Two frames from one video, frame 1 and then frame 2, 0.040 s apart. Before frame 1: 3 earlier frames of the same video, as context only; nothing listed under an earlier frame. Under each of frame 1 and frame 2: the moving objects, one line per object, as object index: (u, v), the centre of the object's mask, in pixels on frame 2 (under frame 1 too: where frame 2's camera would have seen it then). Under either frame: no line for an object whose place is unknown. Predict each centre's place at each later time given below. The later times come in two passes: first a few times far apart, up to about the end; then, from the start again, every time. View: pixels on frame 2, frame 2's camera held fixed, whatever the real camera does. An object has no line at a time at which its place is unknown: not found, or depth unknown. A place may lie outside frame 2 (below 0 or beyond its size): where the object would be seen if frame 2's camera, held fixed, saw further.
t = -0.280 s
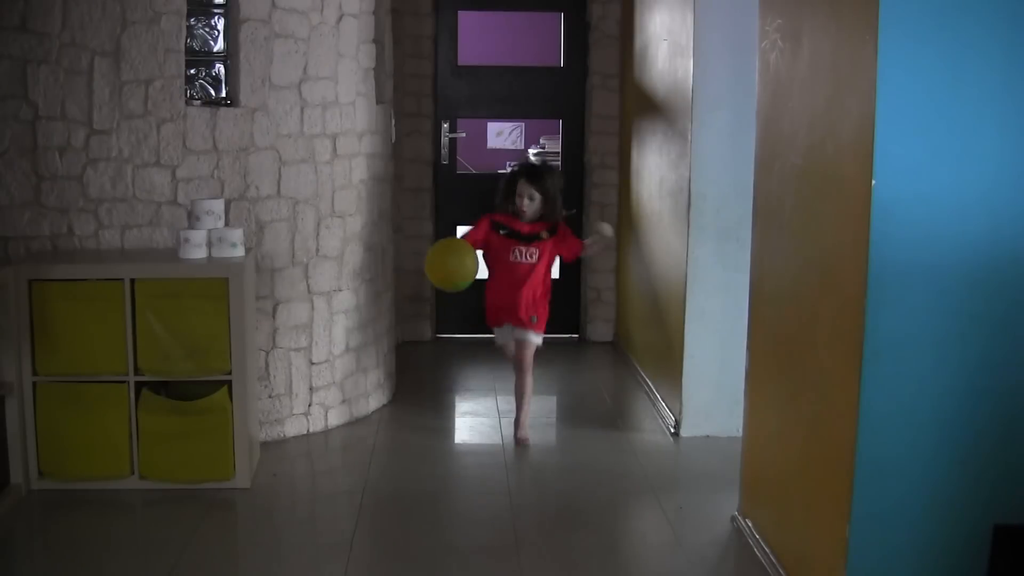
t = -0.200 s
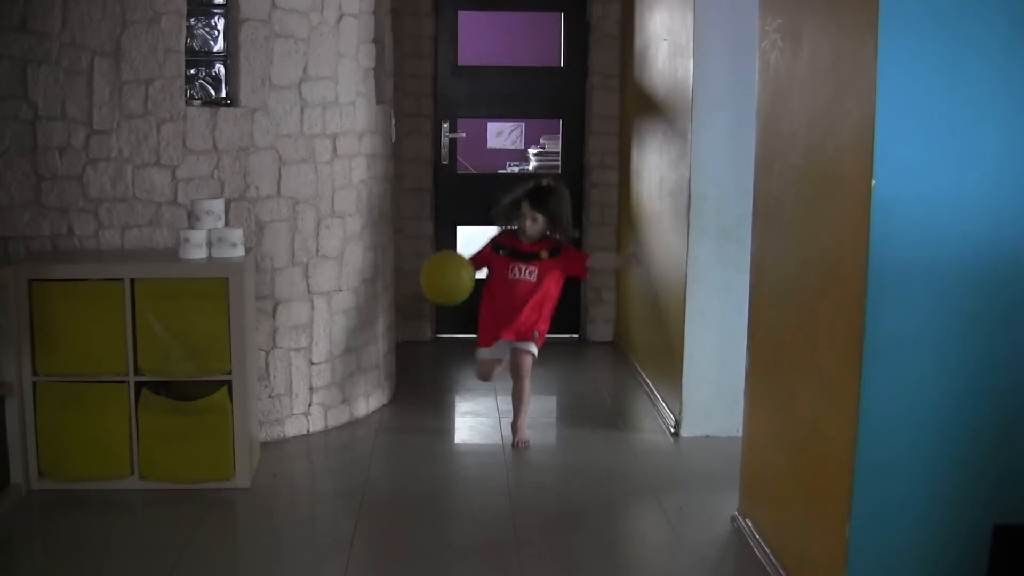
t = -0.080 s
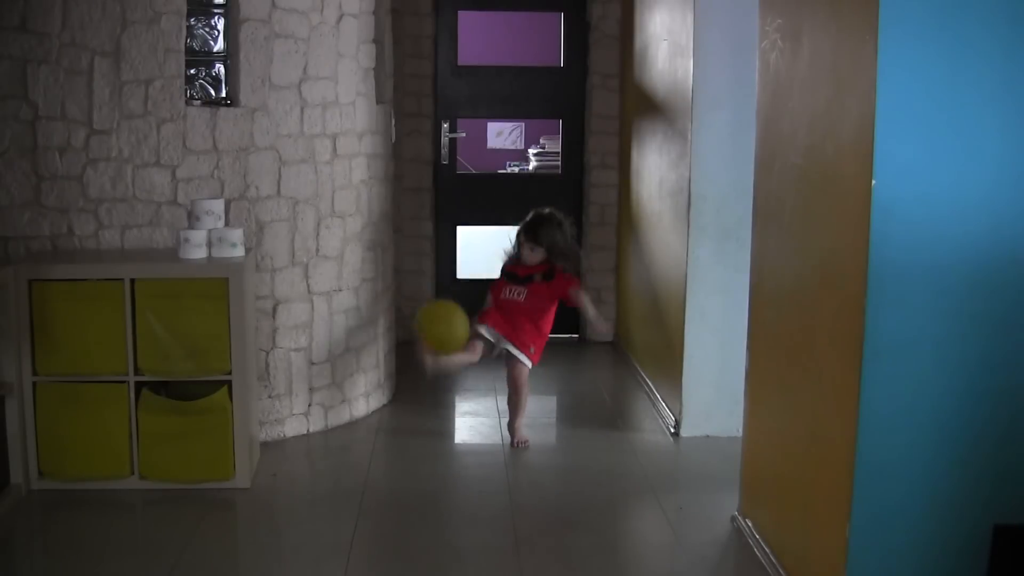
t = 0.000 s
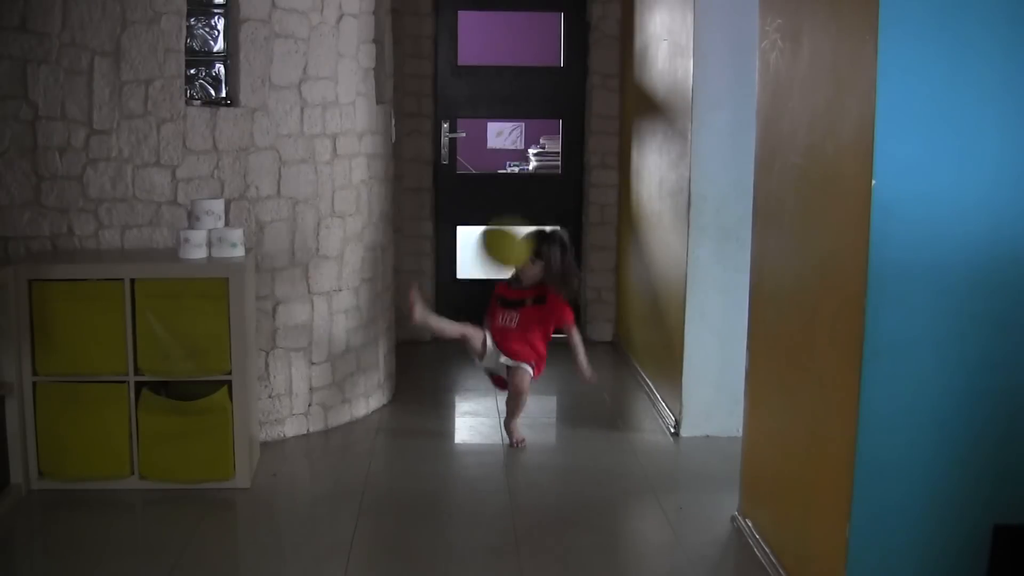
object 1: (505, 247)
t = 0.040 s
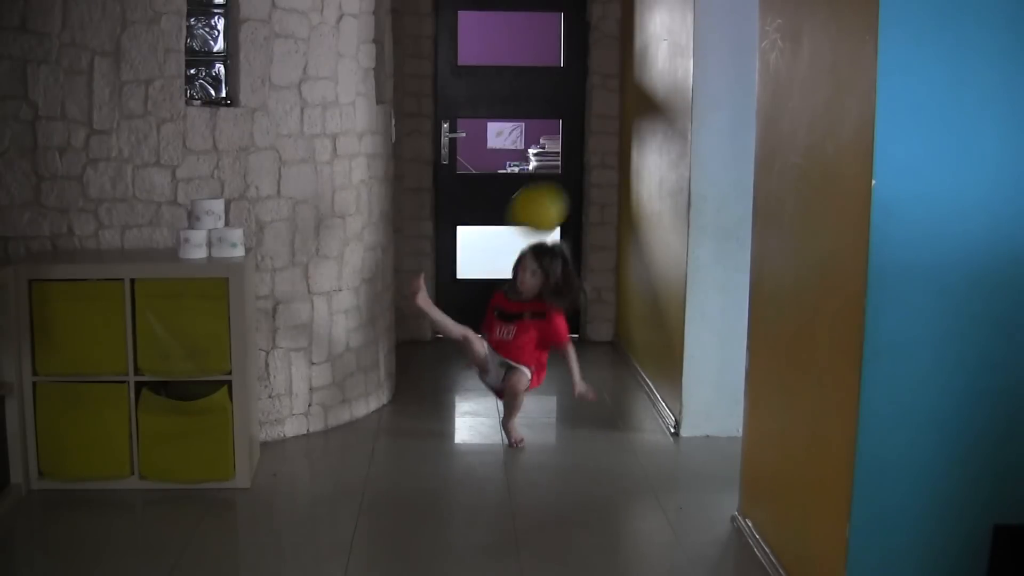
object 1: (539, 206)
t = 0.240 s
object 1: (653, 96)
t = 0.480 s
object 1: (483, 72)
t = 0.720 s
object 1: (473, 166)
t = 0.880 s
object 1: (578, 282)
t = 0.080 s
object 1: (570, 180)
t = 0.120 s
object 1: (600, 153)
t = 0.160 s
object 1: (630, 130)
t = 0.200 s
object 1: (661, 112)
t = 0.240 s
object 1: (653, 96)
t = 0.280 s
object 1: (625, 83)
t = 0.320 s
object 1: (594, 73)
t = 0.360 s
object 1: (564, 68)
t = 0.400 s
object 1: (538, 66)
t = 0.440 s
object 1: (510, 67)
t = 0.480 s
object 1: (483, 72)
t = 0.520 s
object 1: (457, 82)
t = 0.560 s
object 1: (431, 96)
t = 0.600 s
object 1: (404, 111)
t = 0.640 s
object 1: (416, 125)
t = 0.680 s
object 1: (445, 144)
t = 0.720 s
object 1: (473, 166)
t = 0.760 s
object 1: (501, 193)
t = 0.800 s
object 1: (524, 215)
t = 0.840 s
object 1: (555, 252)
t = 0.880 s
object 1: (578, 282)
